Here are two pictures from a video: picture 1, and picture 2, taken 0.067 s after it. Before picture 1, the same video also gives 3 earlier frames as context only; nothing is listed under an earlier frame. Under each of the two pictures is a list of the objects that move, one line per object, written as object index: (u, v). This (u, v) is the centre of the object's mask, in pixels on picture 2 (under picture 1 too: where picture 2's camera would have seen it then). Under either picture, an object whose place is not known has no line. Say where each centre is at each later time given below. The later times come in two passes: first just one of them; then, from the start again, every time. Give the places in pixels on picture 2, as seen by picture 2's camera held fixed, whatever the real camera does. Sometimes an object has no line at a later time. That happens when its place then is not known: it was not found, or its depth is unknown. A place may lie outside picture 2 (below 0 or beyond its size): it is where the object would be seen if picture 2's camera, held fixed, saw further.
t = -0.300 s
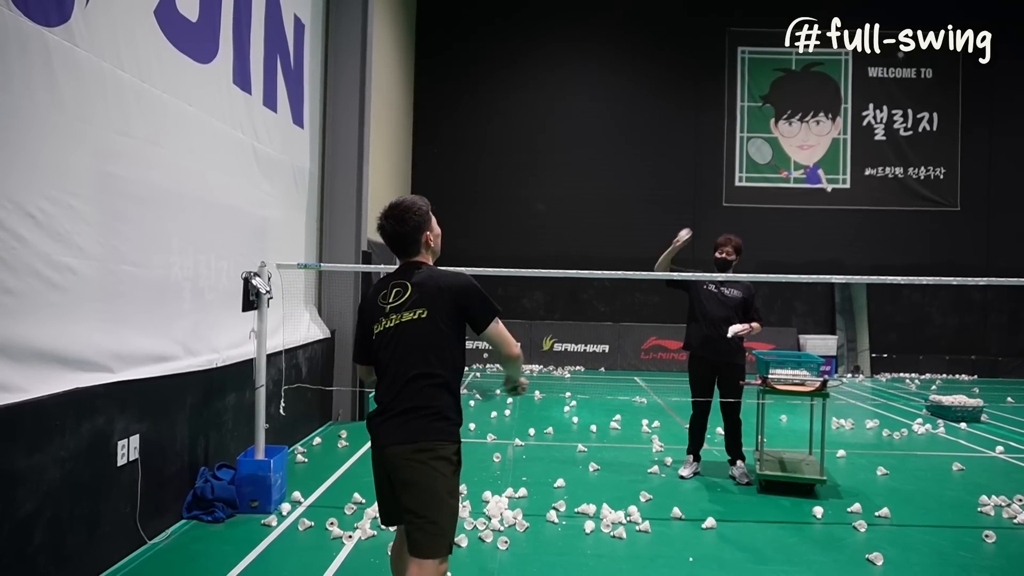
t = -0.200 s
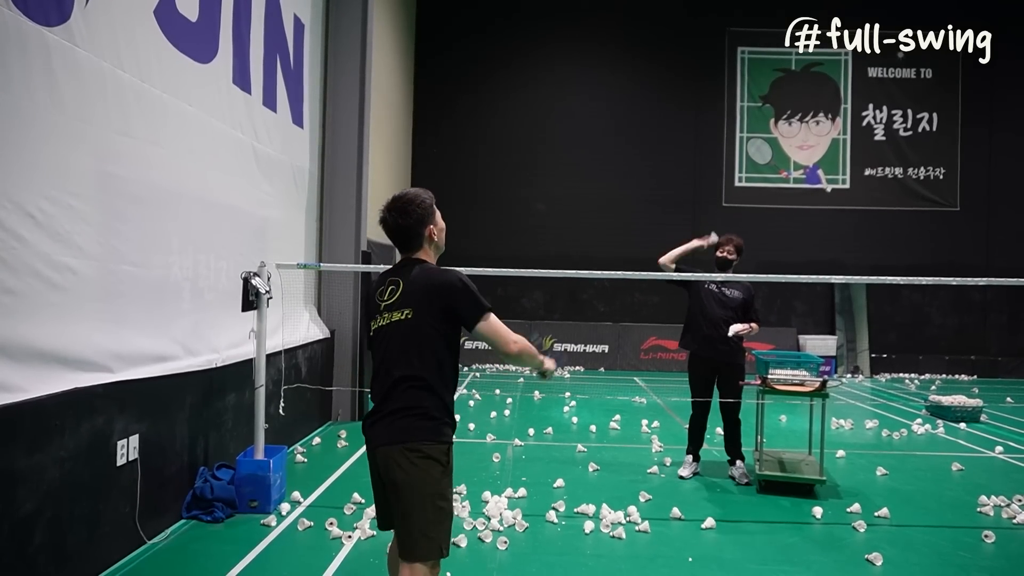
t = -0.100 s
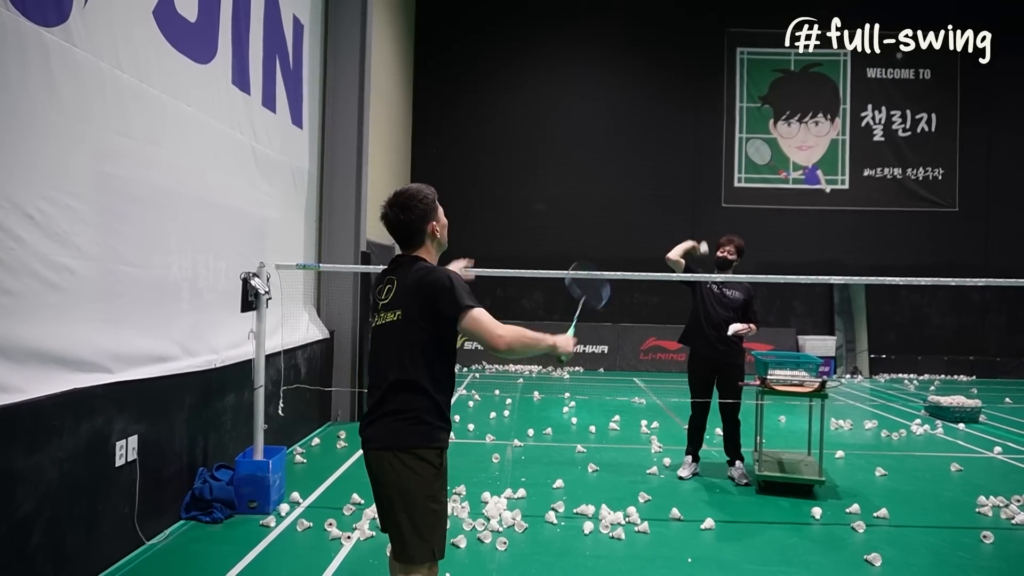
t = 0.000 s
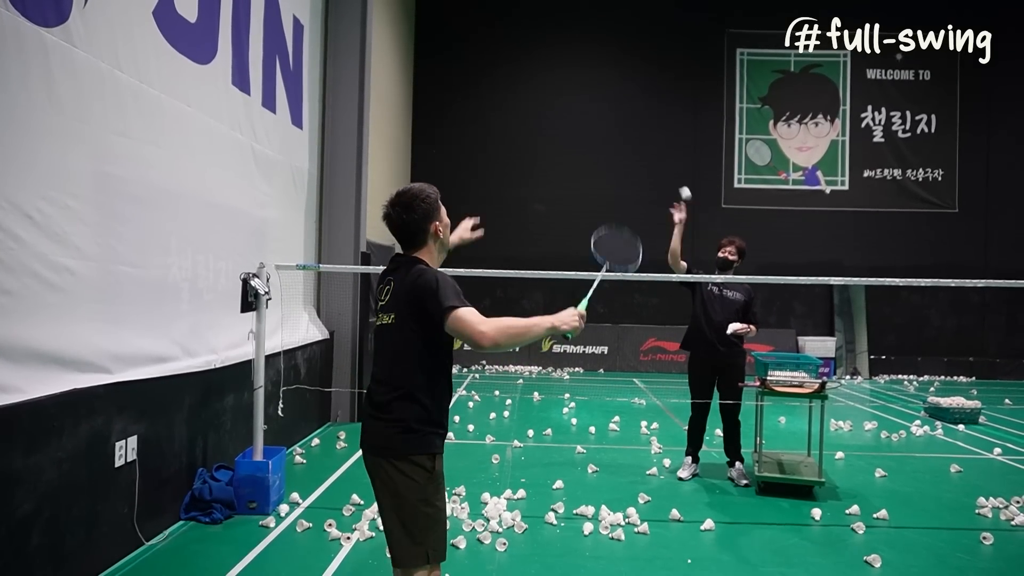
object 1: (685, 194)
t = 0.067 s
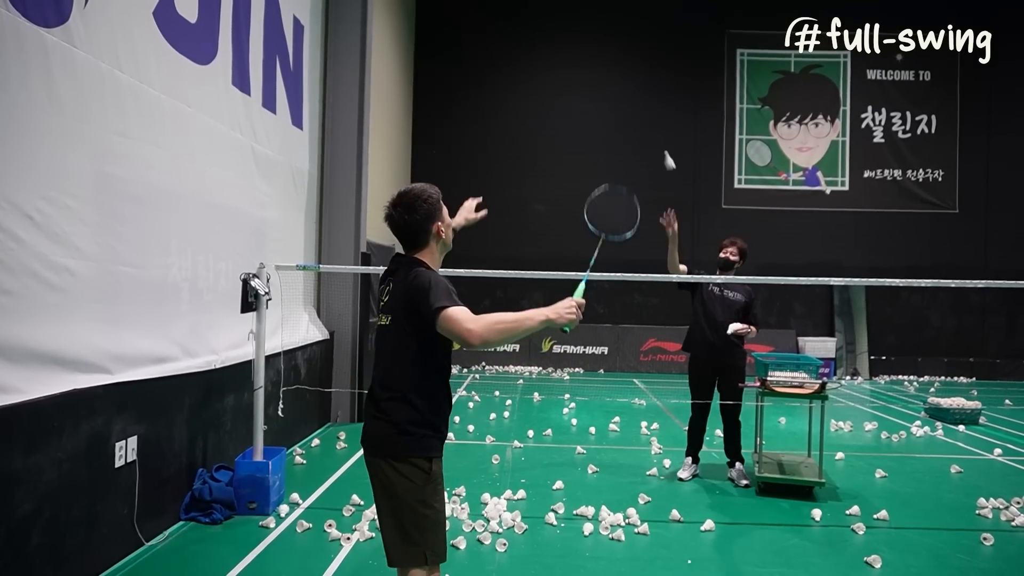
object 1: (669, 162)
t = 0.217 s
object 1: (636, 98)
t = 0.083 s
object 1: (665, 153)
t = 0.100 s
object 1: (662, 145)
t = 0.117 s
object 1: (658, 137)
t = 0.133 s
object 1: (654, 130)
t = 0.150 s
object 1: (651, 123)
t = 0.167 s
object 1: (647, 116)
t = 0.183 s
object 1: (643, 110)
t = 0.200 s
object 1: (640, 104)
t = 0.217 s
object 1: (636, 98)
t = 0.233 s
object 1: (632, 93)
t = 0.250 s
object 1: (628, 88)
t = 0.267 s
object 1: (624, 83)
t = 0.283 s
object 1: (620, 79)
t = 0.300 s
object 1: (616, 76)
